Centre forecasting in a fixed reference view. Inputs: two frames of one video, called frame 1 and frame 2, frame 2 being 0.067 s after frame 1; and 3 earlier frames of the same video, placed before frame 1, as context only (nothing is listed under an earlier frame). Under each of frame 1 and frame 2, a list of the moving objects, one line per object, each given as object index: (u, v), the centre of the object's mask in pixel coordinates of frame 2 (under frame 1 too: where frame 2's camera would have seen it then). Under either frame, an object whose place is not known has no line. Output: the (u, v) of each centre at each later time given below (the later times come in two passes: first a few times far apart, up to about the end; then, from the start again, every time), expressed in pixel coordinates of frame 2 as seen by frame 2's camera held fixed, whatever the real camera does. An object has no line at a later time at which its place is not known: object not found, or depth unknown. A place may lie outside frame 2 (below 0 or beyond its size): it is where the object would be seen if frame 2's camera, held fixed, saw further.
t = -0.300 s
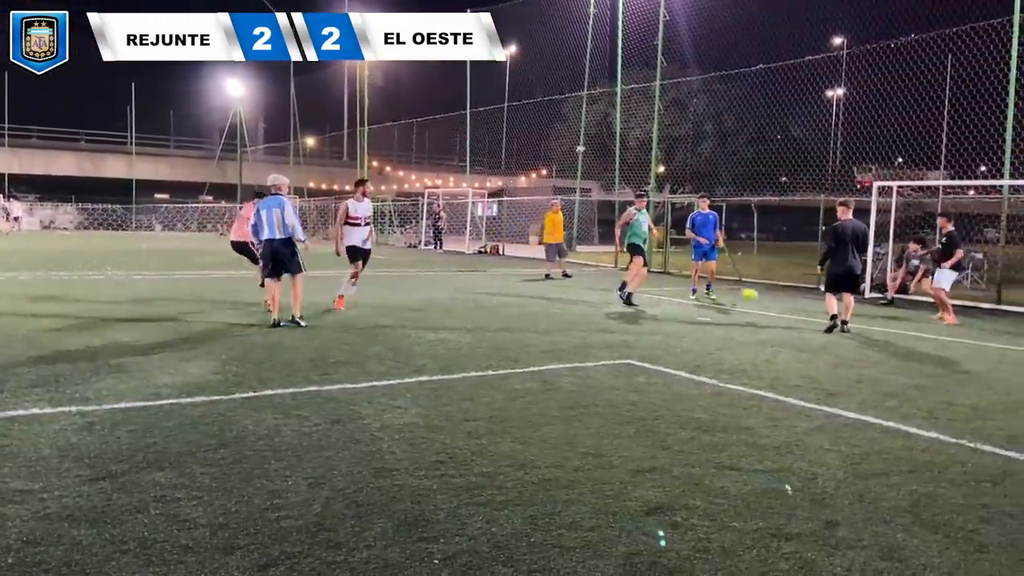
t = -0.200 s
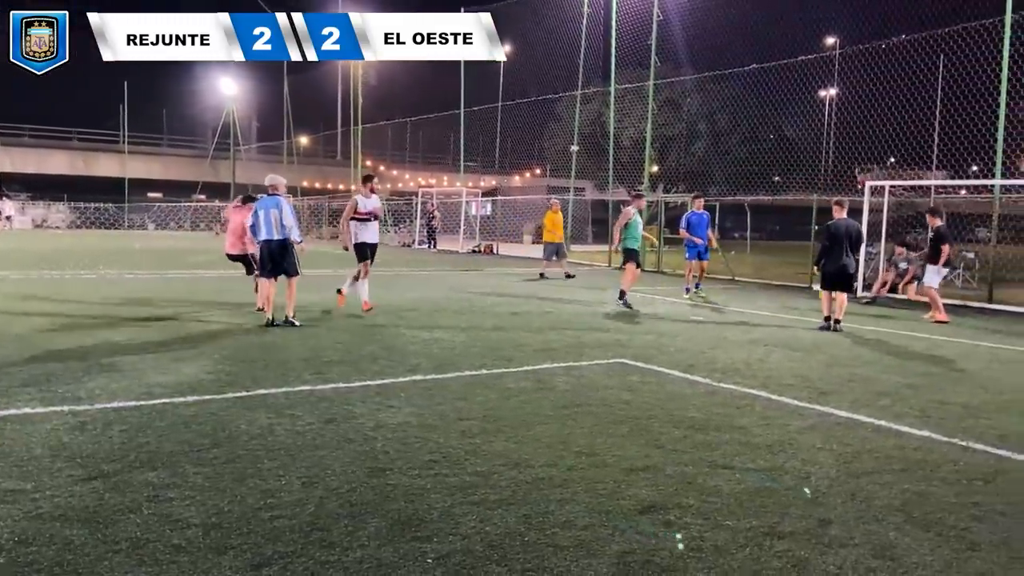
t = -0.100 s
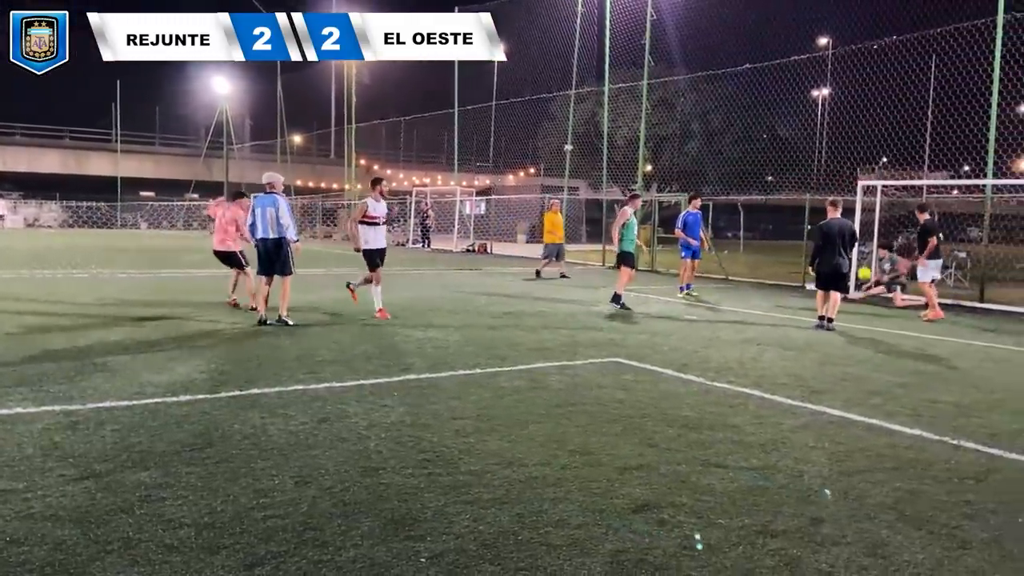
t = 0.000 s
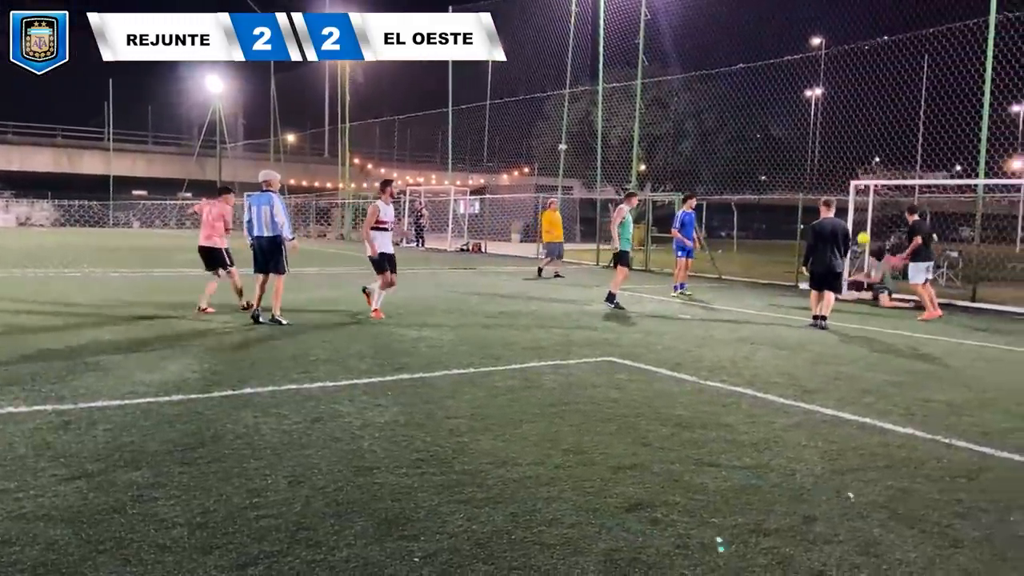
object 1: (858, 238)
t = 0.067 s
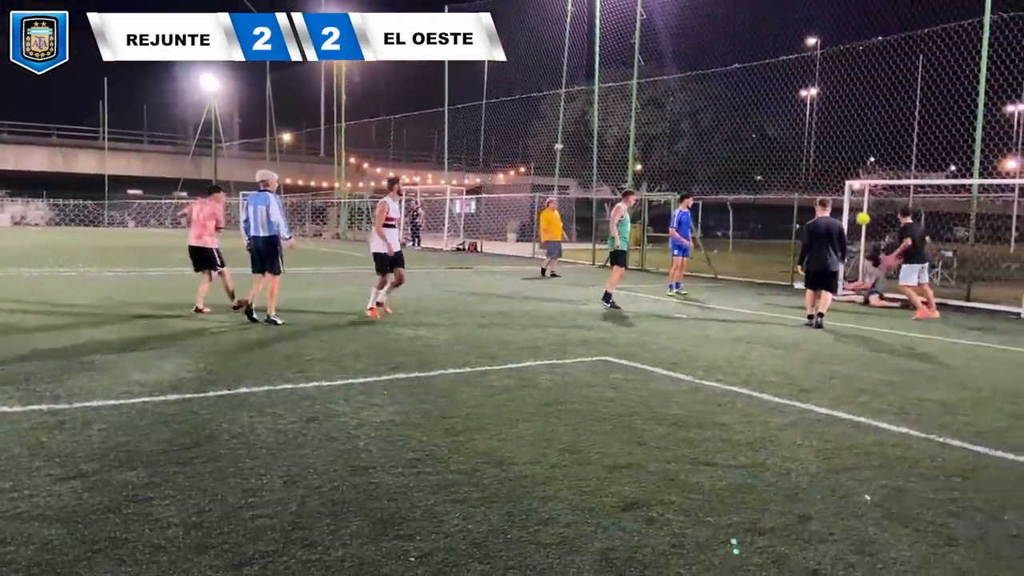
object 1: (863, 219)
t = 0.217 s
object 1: (871, 182)
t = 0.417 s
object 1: (881, 153)
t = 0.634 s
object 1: (892, 147)
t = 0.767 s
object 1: (898, 158)
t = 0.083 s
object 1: (863, 214)
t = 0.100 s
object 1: (864, 210)
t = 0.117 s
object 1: (865, 205)
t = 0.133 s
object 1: (866, 201)
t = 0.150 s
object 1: (867, 197)
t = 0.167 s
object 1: (868, 192)
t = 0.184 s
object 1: (869, 189)
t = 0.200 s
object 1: (870, 186)
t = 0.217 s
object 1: (871, 182)
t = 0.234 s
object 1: (872, 179)
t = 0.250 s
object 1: (873, 175)
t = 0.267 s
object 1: (874, 173)
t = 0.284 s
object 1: (875, 170)
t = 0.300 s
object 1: (875, 167)
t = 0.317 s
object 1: (876, 164)
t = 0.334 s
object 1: (877, 163)
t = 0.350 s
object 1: (878, 160)
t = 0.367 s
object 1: (878, 159)
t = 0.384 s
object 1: (879, 157)
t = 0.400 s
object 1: (881, 155)
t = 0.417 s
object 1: (881, 153)
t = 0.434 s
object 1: (882, 152)
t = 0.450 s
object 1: (883, 150)
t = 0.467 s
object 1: (884, 149)
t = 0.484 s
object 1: (885, 148)
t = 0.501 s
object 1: (886, 147)
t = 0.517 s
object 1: (887, 147)
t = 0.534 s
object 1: (888, 147)
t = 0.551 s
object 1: (888, 146)
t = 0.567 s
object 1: (890, 146)
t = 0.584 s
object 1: (890, 146)
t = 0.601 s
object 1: (891, 146)
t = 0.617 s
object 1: (891, 147)
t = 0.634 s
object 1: (892, 147)
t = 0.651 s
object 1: (893, 148)
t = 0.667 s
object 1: (893, 149)
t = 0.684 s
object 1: (894, 150)
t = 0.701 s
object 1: (895, 151)
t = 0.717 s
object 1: (896, 152)
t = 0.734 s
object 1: (896, 154)
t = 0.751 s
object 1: (897, 156)
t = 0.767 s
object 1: (898, 158)
